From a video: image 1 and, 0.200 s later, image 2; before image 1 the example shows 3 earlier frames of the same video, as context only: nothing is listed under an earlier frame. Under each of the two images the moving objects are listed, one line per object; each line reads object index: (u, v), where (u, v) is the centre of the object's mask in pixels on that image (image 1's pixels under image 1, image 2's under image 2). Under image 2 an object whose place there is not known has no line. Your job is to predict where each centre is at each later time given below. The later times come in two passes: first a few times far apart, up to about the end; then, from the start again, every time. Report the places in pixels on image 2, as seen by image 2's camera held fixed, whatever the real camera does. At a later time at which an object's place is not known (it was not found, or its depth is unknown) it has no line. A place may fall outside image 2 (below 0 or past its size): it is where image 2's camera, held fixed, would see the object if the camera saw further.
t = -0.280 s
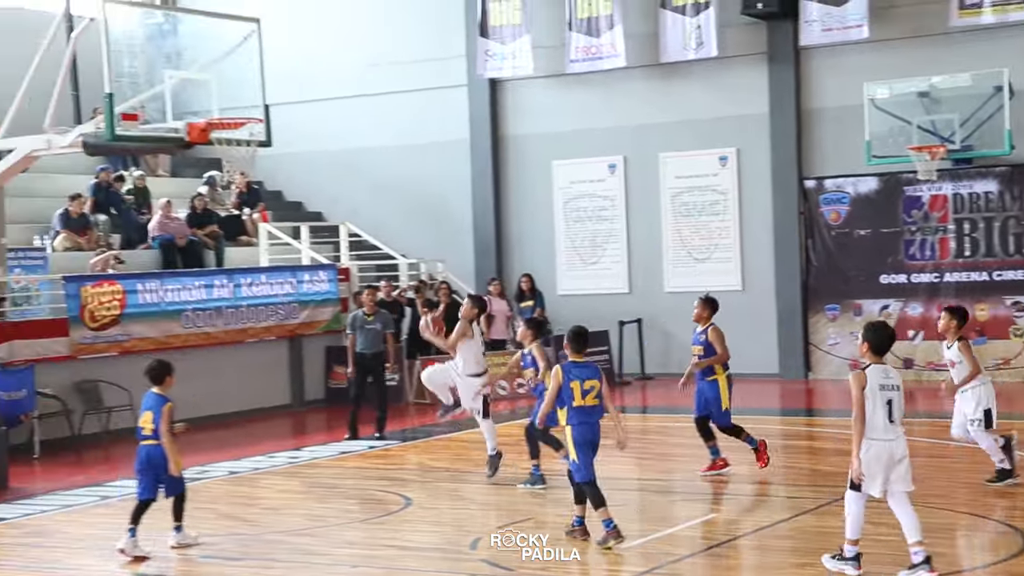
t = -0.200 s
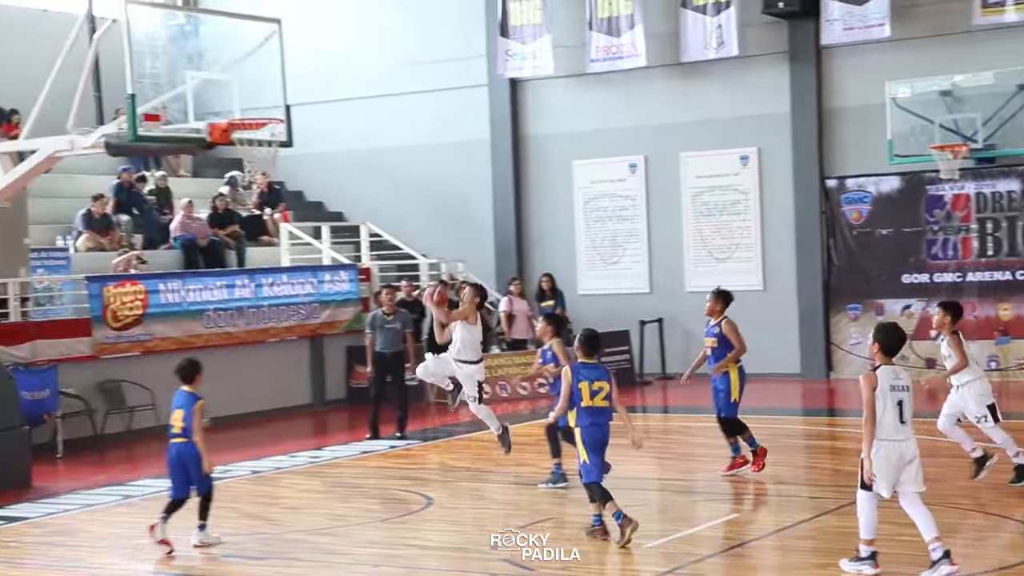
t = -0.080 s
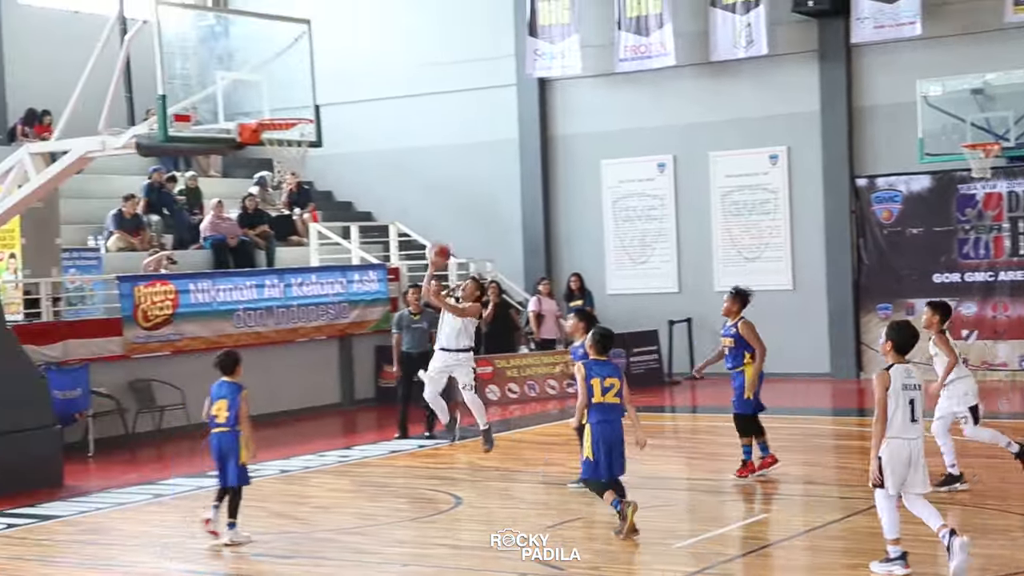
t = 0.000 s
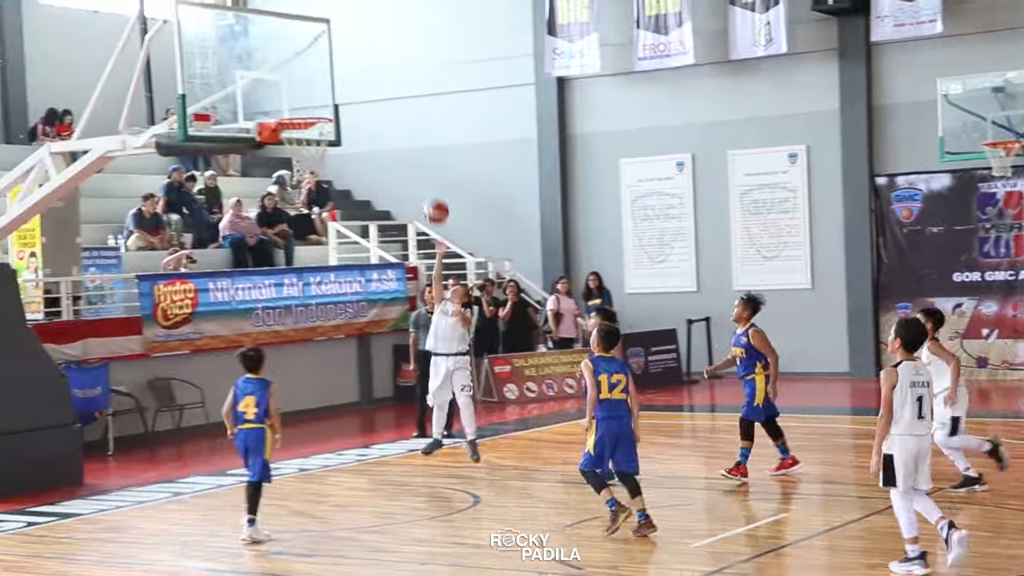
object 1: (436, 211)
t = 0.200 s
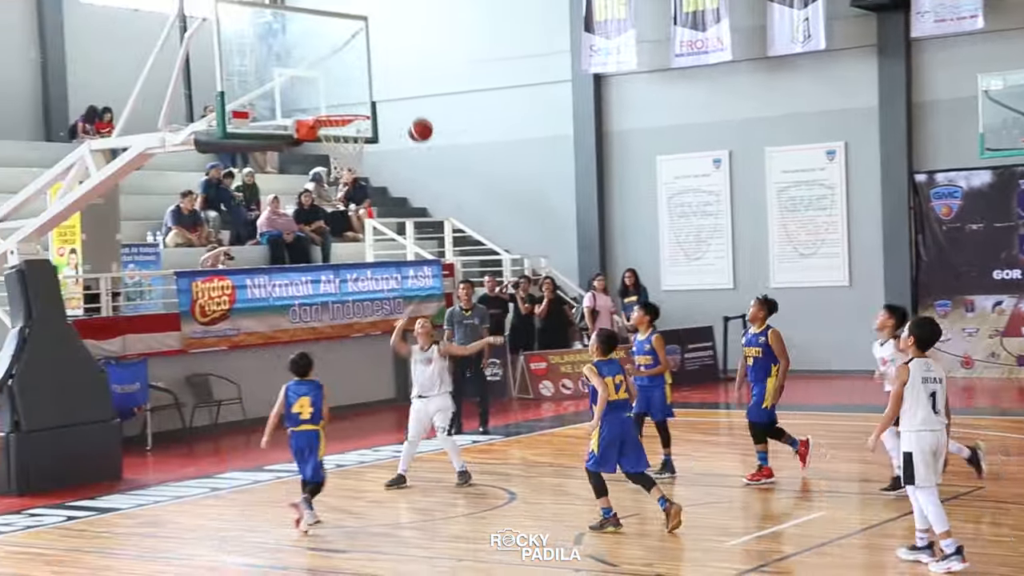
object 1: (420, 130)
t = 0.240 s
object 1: (410, 120)
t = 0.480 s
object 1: (348, 93)
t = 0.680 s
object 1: (321, 101)
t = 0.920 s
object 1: (332, 107)
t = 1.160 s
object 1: (367, 141)
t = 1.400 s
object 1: (360, 178)
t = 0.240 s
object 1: (410, 120)
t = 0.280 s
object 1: (399, 110)
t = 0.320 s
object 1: (389, 103)
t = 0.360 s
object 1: (379, 98)
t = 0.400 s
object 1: (368, 94)
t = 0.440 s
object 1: (359, 93)
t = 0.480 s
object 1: (348, 93)
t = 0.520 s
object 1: (339, 95)
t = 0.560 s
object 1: (328, 99)
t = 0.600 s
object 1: (321, 104)
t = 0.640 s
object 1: (321, 103)
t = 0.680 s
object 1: (321, 101)
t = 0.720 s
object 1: (321, 100)
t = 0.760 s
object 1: (322, 100)
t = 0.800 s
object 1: (322, 103)
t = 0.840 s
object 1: (323, 106)
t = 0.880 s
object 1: (326, 106)
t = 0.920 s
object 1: (332, 107)
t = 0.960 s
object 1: (339, 114)
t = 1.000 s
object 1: (344, 117)
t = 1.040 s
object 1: (351, 121)
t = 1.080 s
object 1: (356, 126)
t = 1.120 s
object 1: (362, 133)
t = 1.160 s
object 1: (367, 141)
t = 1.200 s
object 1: (369, 148)
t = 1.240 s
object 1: (369, 152)
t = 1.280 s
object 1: (368, 156)
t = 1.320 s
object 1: (367, 162)
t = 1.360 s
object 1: (363, 167)
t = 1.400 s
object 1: (360, 178)
